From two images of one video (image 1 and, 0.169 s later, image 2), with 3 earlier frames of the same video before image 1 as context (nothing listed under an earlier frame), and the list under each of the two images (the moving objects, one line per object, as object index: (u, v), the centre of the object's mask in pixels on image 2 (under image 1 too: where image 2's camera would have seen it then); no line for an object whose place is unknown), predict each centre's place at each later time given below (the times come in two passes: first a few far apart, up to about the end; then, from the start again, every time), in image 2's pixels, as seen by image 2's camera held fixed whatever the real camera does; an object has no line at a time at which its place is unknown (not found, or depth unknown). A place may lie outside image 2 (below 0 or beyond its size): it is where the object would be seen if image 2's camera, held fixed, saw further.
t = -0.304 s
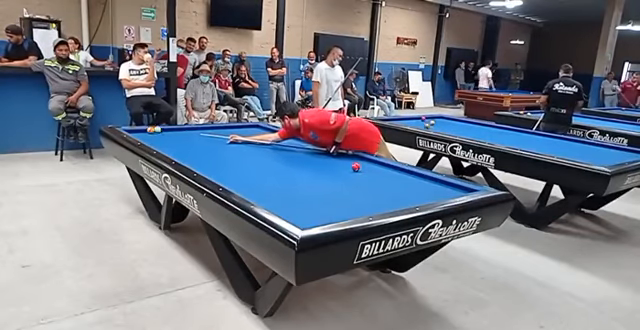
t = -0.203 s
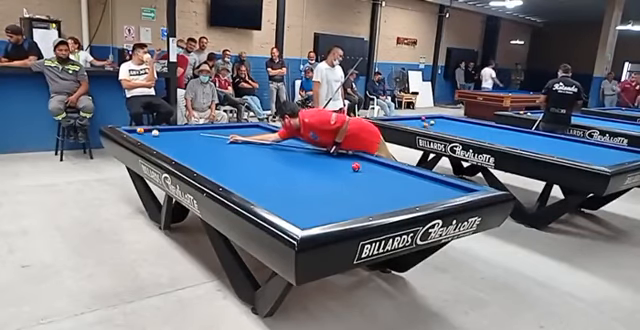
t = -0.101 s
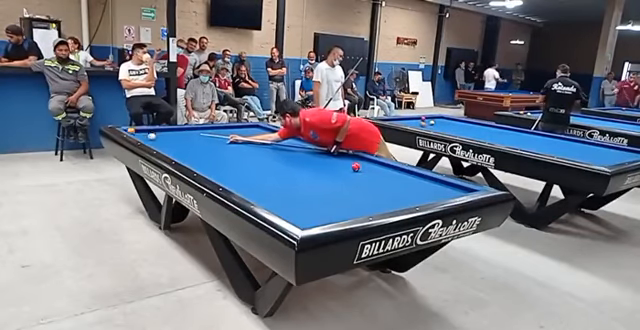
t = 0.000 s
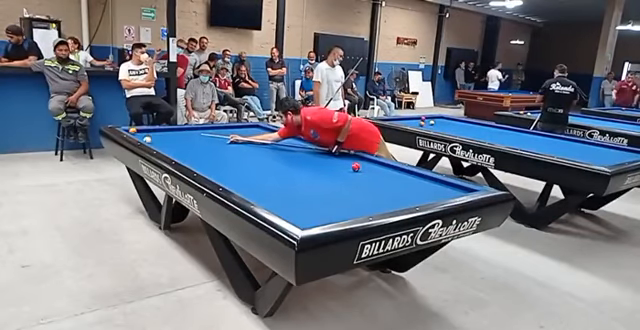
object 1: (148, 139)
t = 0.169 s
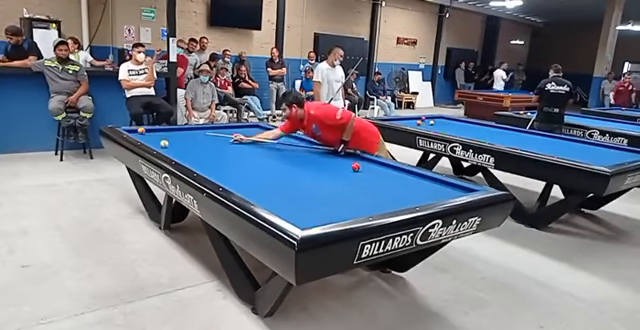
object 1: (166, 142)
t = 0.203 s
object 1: (170, 143)
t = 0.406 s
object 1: (191, 148)
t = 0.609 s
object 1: (214, 153)
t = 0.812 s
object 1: (239, 158)
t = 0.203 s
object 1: (170, 143)
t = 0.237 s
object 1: (172, 144)
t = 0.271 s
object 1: (176, 145)
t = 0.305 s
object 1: (180, 145)
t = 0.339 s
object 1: (183, 146)
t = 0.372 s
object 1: (187, 147)
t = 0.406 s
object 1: (191, 148)
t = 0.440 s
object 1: (195, 149)
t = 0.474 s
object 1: (199, 150)
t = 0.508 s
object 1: (202, 150)
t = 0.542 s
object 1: (207, 151)
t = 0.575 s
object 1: (210, 152)
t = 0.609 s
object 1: (214, 153)
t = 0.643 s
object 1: (218, 154)
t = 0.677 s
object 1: (222, 154)
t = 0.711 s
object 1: (226, 155)
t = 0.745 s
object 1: (230, 156)
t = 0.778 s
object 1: (235, 157)
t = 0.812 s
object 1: (239, 158)
